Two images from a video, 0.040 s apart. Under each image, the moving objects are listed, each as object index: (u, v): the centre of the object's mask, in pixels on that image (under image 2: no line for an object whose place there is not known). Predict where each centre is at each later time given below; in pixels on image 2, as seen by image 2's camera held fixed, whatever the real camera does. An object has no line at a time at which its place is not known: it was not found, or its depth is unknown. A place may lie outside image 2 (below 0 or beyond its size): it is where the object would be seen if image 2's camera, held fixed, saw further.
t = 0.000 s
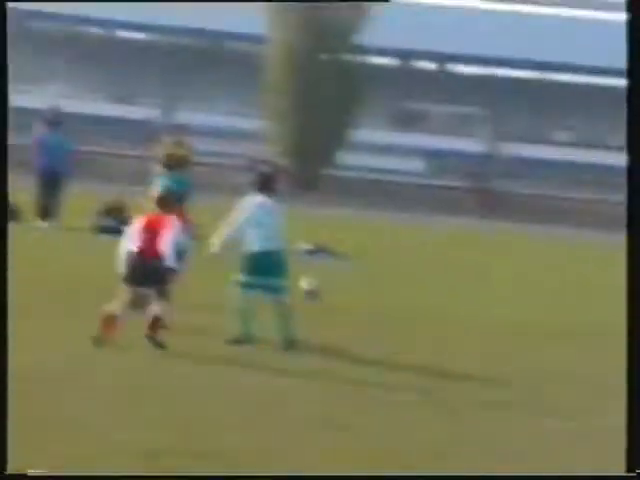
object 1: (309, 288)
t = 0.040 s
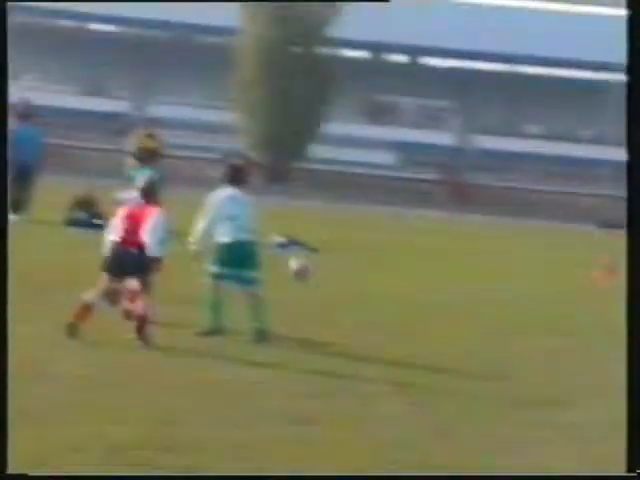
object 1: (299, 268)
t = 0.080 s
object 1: (317, 257)
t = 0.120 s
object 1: (329, 248)
